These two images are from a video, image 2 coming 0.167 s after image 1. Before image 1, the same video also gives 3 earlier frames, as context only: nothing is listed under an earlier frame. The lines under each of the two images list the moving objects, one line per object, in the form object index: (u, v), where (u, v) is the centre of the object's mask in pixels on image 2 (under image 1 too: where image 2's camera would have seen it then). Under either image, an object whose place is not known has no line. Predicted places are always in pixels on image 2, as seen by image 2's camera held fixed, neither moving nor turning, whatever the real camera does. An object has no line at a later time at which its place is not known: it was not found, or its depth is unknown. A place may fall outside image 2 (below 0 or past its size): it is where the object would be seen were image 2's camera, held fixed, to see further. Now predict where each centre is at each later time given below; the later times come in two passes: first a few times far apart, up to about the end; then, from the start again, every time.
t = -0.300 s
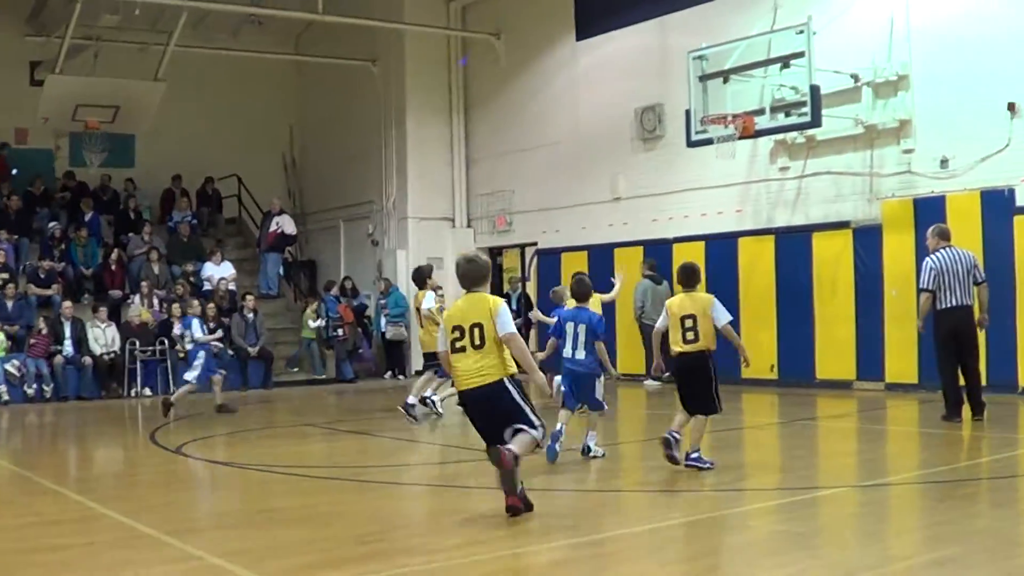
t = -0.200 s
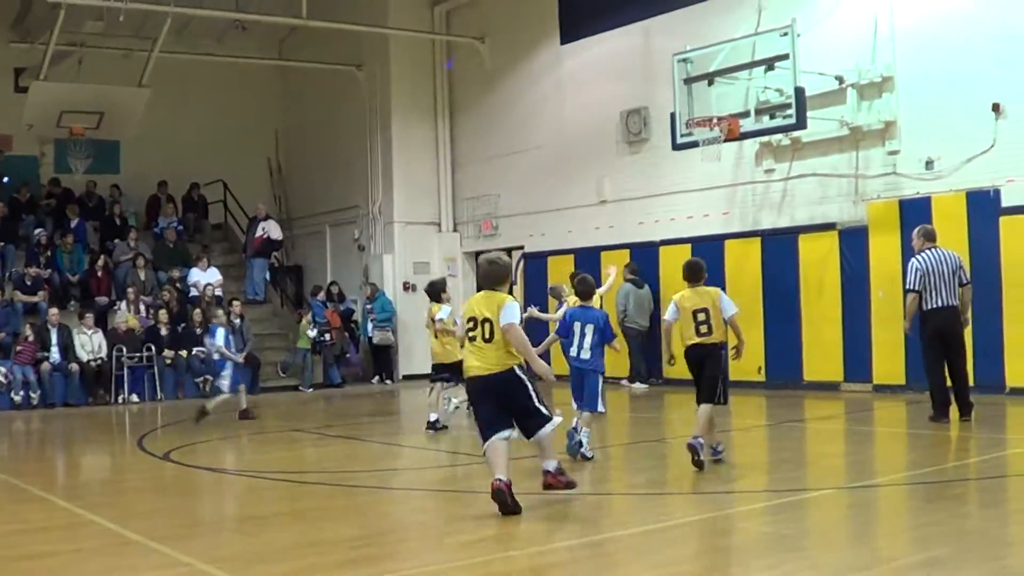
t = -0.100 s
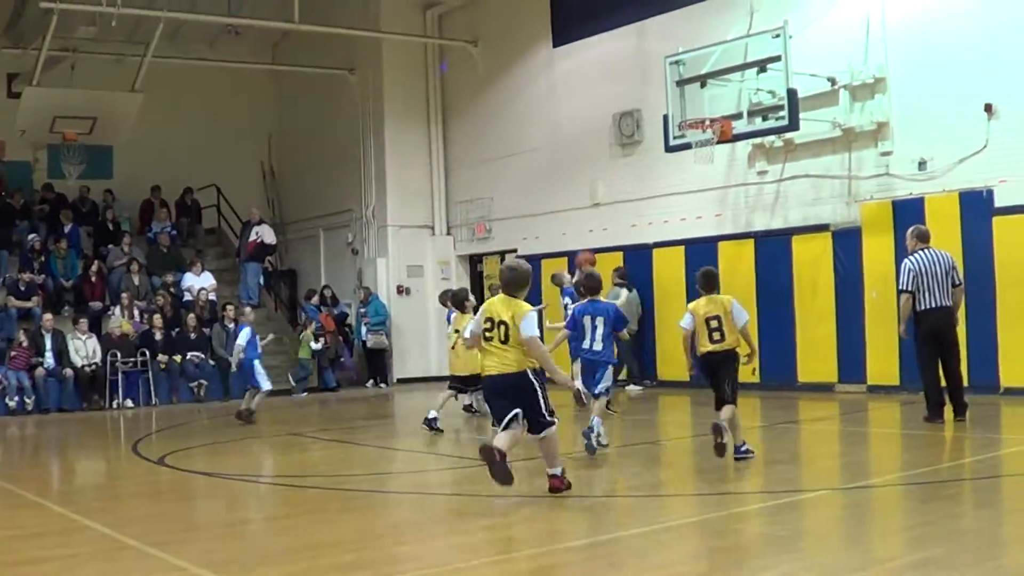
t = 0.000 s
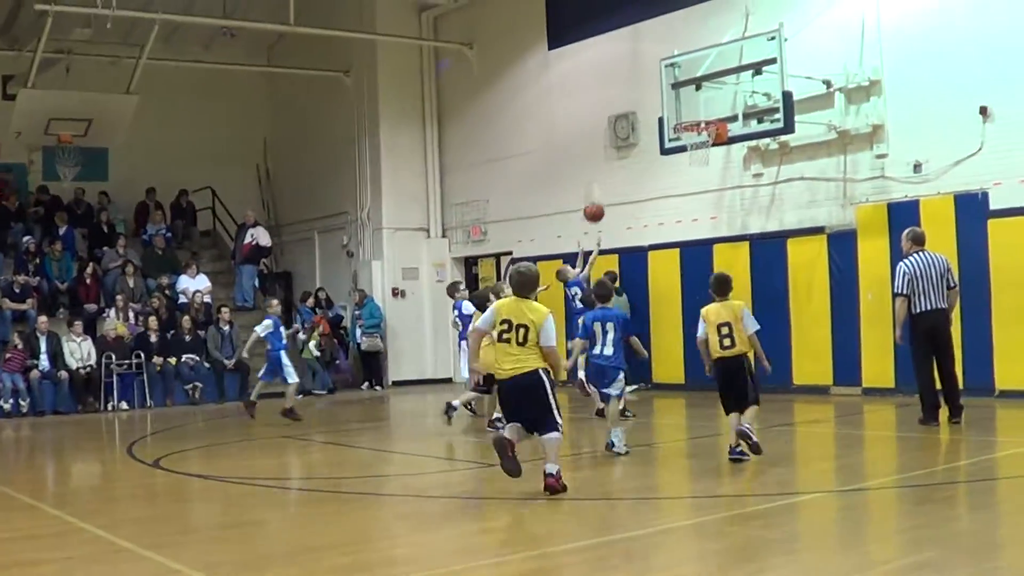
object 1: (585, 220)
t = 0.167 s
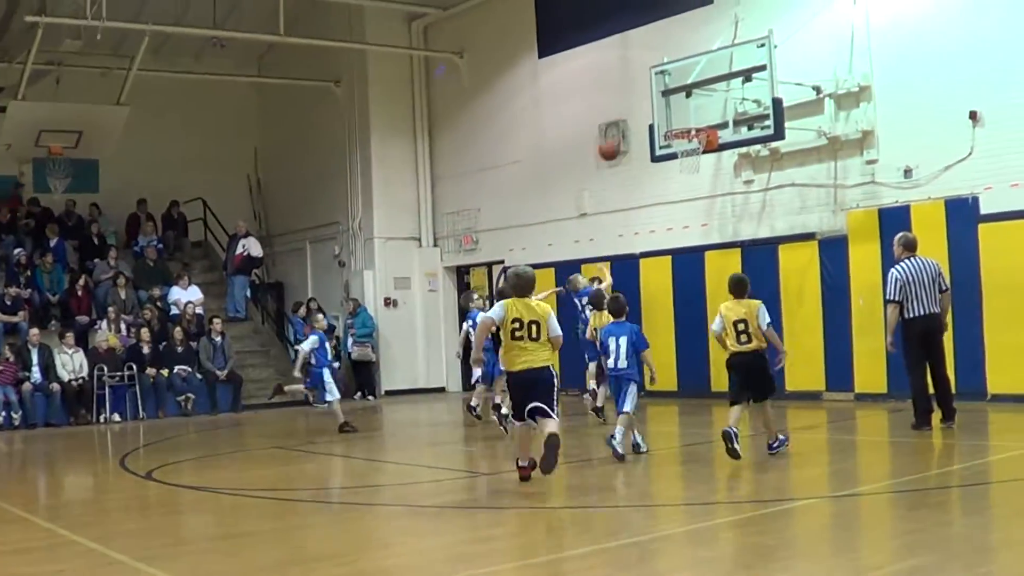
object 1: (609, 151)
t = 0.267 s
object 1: (623, 120)
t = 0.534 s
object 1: (665, 82)
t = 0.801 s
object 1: (712, 109)
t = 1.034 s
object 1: (757, 188)
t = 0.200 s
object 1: (614, 138)
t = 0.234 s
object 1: (619, 129)
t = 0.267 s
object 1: (623, 120)
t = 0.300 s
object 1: (628, 111)
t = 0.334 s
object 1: (633, 104)
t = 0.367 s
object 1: (638, 98)
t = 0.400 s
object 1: (643, 93)
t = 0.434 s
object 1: (648, 89)
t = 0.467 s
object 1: (654, 85)
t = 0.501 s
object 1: (659, 83)
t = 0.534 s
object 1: (665, 82)
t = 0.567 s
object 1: (670, 81)
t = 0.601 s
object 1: (676, 82)
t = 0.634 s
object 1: (682, 85)
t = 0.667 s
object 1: (687, 88)
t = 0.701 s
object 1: (694, 92)
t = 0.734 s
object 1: (700, 96)
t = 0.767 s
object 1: (706, 102)
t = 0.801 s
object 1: (712, 109)
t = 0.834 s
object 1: (719, 118)
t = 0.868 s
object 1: (725, 127)
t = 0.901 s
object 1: (731, 136)
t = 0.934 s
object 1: (737, 148)
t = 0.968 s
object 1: (744, 160)
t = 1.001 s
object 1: (751, 174)
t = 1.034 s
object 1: (757, 188)
